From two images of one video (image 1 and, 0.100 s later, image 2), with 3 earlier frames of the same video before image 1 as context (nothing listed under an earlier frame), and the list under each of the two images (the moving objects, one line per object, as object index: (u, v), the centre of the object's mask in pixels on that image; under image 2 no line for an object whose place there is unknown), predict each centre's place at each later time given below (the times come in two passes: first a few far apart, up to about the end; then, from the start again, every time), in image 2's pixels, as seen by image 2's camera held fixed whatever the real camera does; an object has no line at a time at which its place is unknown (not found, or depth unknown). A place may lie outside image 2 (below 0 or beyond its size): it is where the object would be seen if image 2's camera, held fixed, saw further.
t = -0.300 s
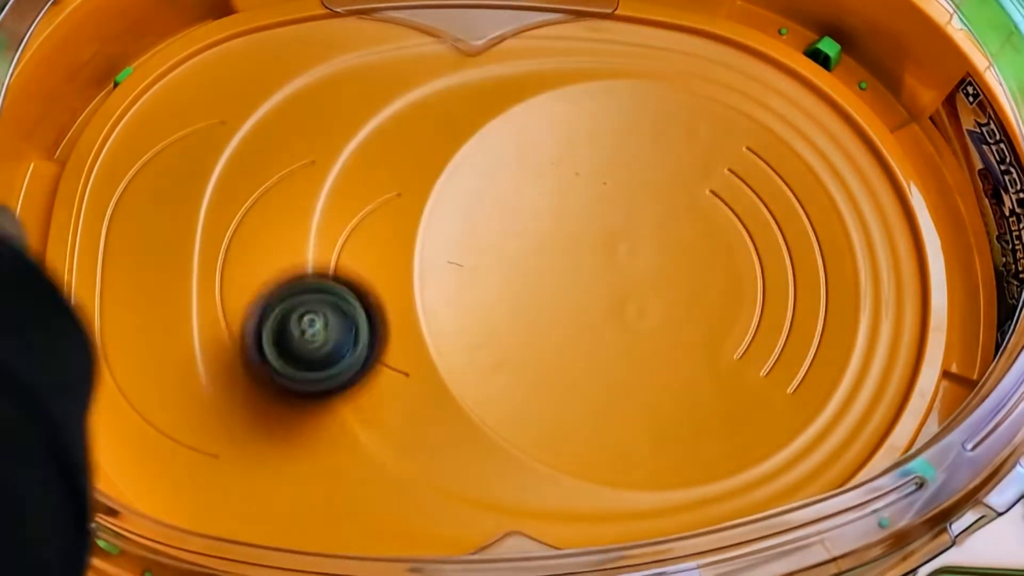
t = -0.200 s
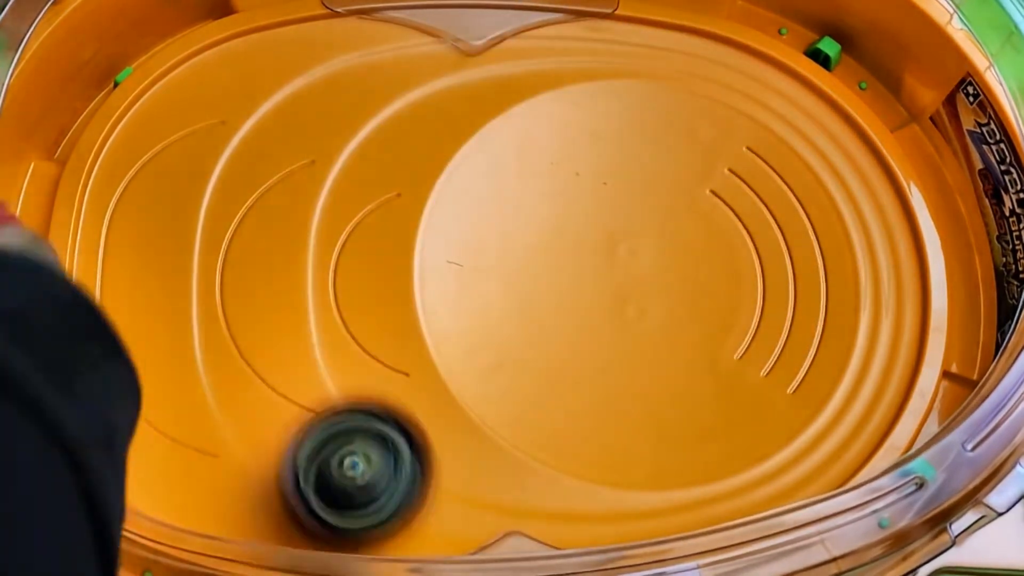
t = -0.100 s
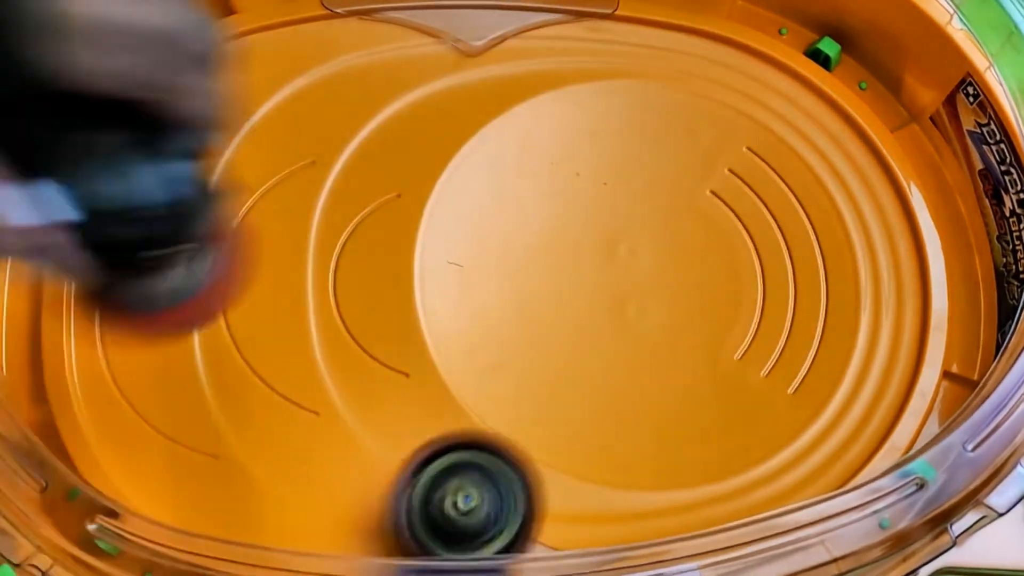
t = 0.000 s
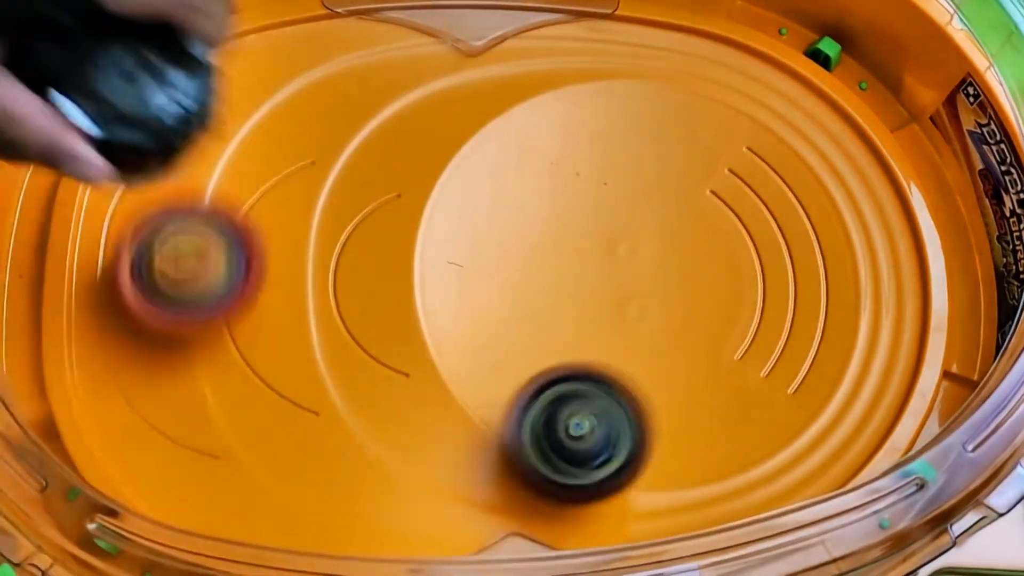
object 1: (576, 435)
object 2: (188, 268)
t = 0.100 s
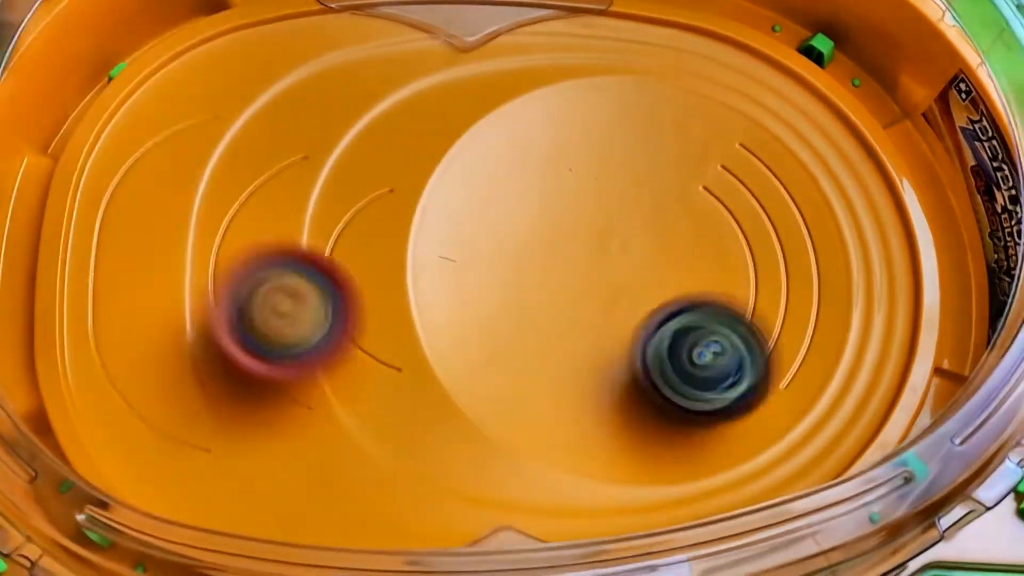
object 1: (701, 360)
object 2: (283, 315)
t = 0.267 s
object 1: (799, 172)
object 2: (548, 371)
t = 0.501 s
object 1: (565, 53)
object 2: (905, 199)
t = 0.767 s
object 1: (349, 175)
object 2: (617, 44)
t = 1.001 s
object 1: (346, 339)
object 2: (332, 150)
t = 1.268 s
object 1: (613, 474)
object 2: (455, 476)
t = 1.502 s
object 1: (922, 273)
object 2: (800, 347)
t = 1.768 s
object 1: (651, 78)
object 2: (388, 28)
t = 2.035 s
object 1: (631, 343)
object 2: (94, 165)
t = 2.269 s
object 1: (738, 449)
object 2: (299, 330)
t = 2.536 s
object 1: (793, 332)
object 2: (677, 215)
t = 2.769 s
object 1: (806, 360)
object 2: (697, 41)
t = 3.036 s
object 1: (652, 378)
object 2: (570, 174)
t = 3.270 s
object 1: (528, 356)
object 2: (678, 252)
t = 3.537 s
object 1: (445, 303)
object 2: (776, 209)
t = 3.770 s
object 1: (467, 221)
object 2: (696, 144)
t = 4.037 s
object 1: (491, 117)
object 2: (694, 247)
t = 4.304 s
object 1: (563, 40)
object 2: (822, 240)
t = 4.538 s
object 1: (652, 33)
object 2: (717, 205)
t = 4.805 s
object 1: (646, 119)
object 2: (689, 419)
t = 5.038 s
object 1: (755, 222)
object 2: (720, 423)
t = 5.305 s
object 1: (821, 291)
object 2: (677, 368)
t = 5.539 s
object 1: (734, 317)
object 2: (580, 369)
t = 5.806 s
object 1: (758, 284)
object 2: (353, 374)
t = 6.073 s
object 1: (615, 222)
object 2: (167, 315)
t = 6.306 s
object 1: (516, 282)
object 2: (73, 280)
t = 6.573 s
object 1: (625, 318)
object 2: (191, 268)
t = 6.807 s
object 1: (680, 200)
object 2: (377, 178)
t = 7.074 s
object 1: (740, 179)
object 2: (477, 66)
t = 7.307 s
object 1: (934, 335)
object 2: (449, 61)
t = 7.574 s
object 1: (846, 401)
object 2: (594, 135)
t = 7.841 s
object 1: (643, 281)
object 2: (760, 193)
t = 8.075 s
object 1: (569, 141)
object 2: (826, 225)
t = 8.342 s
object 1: (619, 125)
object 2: (785, 262)
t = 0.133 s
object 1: (738, 330)
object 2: (325, 340)
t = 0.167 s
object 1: (772, 292)
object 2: (385, 354)
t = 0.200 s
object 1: (792, 253)
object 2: (437, 362)
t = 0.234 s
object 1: (802, 211)
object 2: (488, 369)
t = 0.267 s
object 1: (799, 172)
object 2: (548, 371)
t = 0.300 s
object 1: (786, 136)
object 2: (612, 370)
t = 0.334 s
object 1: (763, 109)
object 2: (678, 357)
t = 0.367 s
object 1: (731, 87)
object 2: (739, 336)
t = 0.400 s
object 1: (695, 68)
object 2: (802, 304)
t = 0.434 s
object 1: (654, 56)
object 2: (848, 271)
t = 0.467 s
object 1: (610, 51)
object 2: (879, 233)
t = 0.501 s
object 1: (565, 53)
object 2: (905, 199)
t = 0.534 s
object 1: (522, 55)
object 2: (904, 163)
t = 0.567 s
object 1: (485, 62)
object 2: (886, 139)
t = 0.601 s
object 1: (455, 72)
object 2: (847, 122)
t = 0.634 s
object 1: (427, 87)
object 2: (807, 105)
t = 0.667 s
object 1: (402, 107)
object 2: (761, 88)
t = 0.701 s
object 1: (381, 127)
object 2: (715, 71)
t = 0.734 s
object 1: (363, 151)
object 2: (666, 56)
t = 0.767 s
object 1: (349, 175)
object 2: (617, 44)
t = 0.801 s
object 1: (339, 200)
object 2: (568, 36)
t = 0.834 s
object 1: (332, 223)
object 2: (516, 31)
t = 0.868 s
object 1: (329, 246)
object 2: (474, 39)
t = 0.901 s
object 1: (330, 269)
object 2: (435, 58)
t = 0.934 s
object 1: (333, 293)
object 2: (399, 85)
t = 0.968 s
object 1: (337, 315)
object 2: (362, 118)
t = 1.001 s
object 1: (346, 339)
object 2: (332, 150)
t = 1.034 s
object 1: (362, 363)
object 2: (310, 184)
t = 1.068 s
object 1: (382, 388)
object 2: (295, 227)
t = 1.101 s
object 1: (407, 411)
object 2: (291, 275)
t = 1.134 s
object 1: (440, 433)
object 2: (299, 321)
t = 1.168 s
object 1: (476, 453)
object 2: (319, 366)
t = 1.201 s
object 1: (518, 469)
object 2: (350, 408)
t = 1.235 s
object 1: (564, 475)
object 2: (398, 447)
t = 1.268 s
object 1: (613, 474)
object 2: (455, 476)
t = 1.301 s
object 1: (673, 471)
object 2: (509, 483)
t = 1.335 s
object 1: (735, 460)
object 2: (561, 481)
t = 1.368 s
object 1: (795, 441)
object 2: (620, 473)
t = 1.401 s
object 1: (847, 415)
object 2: (676, 457)
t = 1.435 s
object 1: (890, 380)
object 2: (732, 431)
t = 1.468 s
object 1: (909, 332)
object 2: (780, 395)
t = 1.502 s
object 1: (922, 273)
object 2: (800, 347)
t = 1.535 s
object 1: (913, 219)
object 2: (802, 292)
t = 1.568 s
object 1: (860, 108)
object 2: (707, 190)
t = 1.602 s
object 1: (820, 70)
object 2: (661, 141)
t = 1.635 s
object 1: (764, 52)
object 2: (614, 95)
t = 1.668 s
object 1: (704, 44)
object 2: (568, 57)
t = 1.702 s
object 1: (681, 49)
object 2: (494, 30)
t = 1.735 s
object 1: (664, 61)
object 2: (443, 26)
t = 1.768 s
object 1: (651, 78)
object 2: (388, 28)
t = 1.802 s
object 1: (638, 104)
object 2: (333, 39)
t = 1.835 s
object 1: (627, 134)
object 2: (282, 48)
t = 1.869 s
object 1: (620, 167)
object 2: (235, 56)
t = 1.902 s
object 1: (614, 199)
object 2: (189, 67)
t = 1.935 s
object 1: (613, 233)
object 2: (147, 74)
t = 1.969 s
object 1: (615, 270)
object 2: (111, 92)
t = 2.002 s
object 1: (621, 306)
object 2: (97, 125)
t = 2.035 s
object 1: (631, 343)
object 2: (94, 165)
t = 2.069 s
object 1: (644, 377)
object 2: (96, 204)
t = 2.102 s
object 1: (660, 408)
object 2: (108, 239)
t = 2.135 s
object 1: (679, 435)
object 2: (132, 270)
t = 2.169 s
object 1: (698, 456)
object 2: (165, 295)
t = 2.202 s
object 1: (715, 464)
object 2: (205, 315)
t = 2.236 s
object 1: (727, 457)
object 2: (250, 327)
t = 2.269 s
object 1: (738, 449)
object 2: (299, 330)
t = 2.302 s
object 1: (750, 441)
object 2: (350, 329)
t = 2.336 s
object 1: (762, 430)
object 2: (399, 321)
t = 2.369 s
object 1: (771, 414)
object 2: (448, 308)
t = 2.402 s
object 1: (778, 395)
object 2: (495, 302)
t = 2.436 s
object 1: (780, 373)
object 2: (551, 292)
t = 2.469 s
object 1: (779, 351)
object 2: (603, 279)
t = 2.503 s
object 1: (777, 331)
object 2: (647, 262)
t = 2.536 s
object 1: (793, 332)
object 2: (677, 215)
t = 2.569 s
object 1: (808, 337)
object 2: (698, 170)
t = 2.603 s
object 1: (818, 340)
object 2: (713, 128)
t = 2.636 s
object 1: (823, 344)
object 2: (721, 91)
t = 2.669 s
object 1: (824, 347)
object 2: (725, 58)
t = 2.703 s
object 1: (822, 351)
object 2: (726, 39)
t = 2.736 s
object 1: (816, 356)
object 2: (716, 34)
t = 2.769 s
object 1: (806, 360)
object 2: (697, 41)
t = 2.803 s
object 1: (792, 364)
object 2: (676, 52)
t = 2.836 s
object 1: (776, 366)
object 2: (656, 62)
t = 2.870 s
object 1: (757, 369)
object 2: (637, 79)
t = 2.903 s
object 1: (737, 371)
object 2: (618, 98)
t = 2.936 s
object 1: (716, 373)
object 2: (600, 118)
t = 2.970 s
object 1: (695, 375)
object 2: (585, 138)
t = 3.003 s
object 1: (672, 377)
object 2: (575, 157)
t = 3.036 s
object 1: (652, 378)
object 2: (570, 174)
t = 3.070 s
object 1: (632, 379)
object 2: (572, 190)
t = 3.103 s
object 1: (612, 377)
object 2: (580, 205)
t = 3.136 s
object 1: (593, 373)
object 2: (593, 219)
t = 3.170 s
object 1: (576, 369)
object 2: (611, 230)
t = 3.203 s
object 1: (559, 366)
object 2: (632, 239)
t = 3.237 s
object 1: (543, 360)
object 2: (654, 247)
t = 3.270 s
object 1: (528, 356)
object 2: (678, 252)
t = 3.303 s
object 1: (514, 352)
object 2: (699, 255)
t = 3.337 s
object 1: (500, 346)
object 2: (721, 256)
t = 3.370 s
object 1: (488, 340)
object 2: (739, 253)
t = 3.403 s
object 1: (477, 335)
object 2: (756, 247)
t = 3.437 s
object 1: (465, 329)
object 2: (768, 241)
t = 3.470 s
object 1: (456, 321)
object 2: (773, 232)
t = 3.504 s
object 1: (449, 313)
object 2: (776, 221)
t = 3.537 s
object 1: (445, 303)
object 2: (776, 209)
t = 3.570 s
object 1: (440, 293)
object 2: (775, 196)
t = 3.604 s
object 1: (440, 281)
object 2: (766, 186)
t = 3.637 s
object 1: (442, 271)
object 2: (752, 177)
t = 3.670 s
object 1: (448, 257)
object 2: (738, 168)
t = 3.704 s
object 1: (453, 245)
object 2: (724, 159)
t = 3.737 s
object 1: (459, 233)
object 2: (711, 151)
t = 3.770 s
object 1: (467, 221)
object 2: (696, 144)
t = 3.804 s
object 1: (475, 208)
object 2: (680, 141)
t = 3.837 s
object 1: (483, 196)
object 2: (663, 144)
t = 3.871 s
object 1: (492, 184)
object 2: (649, 154)
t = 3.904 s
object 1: (505, 173)
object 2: (638, 169)
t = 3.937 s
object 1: (503, 162)
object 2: (645, 189)
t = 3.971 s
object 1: (496, 148)
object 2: (659, 210)
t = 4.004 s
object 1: (493, 133)
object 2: (674, 230)
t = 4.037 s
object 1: (491, 117)
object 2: (694, 247)
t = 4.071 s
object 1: (491, 101)
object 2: (716, 260)
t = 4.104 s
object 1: (493, 87)
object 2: (738, 269)
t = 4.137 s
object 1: (499, 71)
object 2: (759, 274)
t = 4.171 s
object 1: (509, 54)
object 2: (779, 275)
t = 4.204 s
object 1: (521, 44)
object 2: (797, 271)
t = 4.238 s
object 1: (532, 36)
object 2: (809, 263)
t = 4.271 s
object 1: (547, 37)
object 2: (817, 252)
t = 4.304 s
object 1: (563, 40)
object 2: (822, 240)
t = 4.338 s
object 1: (578, 43)
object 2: (822, 225)
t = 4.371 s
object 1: (594, 46)
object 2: (815, 207)
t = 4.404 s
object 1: (607, 50)
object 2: (801, 187)
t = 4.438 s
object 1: (623, 53)
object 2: (779, 170)
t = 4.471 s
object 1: (641, 56)
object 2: (751, 159)
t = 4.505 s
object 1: (652, 49)
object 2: (729, 170)
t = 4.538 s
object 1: (652, 33)
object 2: (717, 205)
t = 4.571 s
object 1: (649, 33)
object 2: (705, 241)
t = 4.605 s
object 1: (641, 40)
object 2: (697, 275)
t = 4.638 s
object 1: (635, 46)
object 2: (693, 308)
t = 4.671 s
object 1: (630, 56)
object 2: (688, 337)
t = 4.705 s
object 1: (628, 67)
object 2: (686, 364)
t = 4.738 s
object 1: (630, 83)
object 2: (686, 386)
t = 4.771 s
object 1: (637, 101)
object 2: (687, 405)
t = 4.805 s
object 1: (646, 119)
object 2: (689, 419)
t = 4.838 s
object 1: (660, 137)
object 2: (691, 430)
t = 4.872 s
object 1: (674, 153)
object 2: (696, 437)
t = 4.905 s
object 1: (690, 170)
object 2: (701, 440)
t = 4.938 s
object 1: (706, 185)
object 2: (706, 440)
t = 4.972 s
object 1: (722, 199)
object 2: (710, 437)
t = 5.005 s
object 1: (739, 211)
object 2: (716, 431)
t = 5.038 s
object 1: (755, 222)
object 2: (720, 423)
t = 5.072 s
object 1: (768, 233)
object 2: (723, 415)
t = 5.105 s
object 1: (780, 242)
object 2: (724, 405)
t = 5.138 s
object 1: (792, 252)
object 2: (723, 397)
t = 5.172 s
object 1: (800, 260)
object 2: (721, 388)
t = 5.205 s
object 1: (807, 267)
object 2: (715, 380)
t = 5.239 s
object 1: (813, 274)
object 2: (705, 375)
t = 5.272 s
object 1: (819, 282)
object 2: (692, 370)
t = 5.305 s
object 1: (821, 291)
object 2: (677, 368)
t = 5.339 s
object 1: (819, 295)
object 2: (662, 366)
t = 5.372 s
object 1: (812, 296)
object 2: (648, 365)
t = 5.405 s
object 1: (801, 300)
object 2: (633, 364)
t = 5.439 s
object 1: (787, 305)
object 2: (619, 365)
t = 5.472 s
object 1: (772, 307)
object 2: (605, 365)
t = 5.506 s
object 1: (754, 312)
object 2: (592, 367)
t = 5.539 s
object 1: (734, 317)
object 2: (580, 369)
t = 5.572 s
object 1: (714, 323)
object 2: (571, 372)
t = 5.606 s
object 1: (699, 327)
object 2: (556, 376)
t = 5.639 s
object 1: (715, 330)
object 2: (509, 377)
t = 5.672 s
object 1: (729, 327)
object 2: (474, 379)
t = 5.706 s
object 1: (743, 323)
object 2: (447, 381)
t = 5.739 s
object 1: (756, 314)
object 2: (416, 383)
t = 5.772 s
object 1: (761, 301)
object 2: (385, 378)
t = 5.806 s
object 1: (758, 284)
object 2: (353, 374)
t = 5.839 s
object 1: (752, 267)
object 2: (324, 368)
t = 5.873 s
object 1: (738, 253)
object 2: (297, 362)
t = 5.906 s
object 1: (720, 240)
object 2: (270, 355)
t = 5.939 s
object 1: (699, 231)
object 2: (247, 346)
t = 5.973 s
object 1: (678, 225)
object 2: (223, 337)
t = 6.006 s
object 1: (657, 221)
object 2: (201, 328)
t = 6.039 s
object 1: (636, 220)
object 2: (183, 321)
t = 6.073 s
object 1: (615, 222)
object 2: (167, 315)
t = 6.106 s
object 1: (594, 225)
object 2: (151, 308)
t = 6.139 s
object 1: (577, 230)
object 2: (134, 301)
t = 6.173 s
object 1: (559, 237)
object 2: (118, 295)
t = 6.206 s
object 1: (544, 245)
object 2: (102, 291)
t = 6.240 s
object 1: (531, 255)
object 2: (89, 287)
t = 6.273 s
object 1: (522, 268)
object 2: (79, 282)
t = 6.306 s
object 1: (516, 282)
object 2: (73, 280)
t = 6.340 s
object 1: (513, 298)
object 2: (71, 281)
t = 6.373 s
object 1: (519, 313)
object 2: (75, 285)
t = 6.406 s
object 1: (530, 327)
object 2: (85, 289)
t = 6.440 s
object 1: (546, 336)
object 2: (98, 291)
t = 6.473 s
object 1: (566, 340)
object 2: (117, 289)
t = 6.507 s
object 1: (587, 338)
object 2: (138, 284)
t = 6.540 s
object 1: (608, 330)
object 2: (165, 277)
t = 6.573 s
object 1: (625, 318)
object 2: (191, 268)
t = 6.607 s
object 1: (640, 304)
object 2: (219, 260)
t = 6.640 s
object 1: (651, 289)
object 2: (246, 251)
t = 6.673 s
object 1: (660, 272)
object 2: (273, 238)
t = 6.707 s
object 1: (669, 255)
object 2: (301, 222)
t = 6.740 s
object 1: (675, 237)
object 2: (327, 208)
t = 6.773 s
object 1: (679, 219)
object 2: (352, 194)
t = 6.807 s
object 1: (680, 200)
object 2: (377, 178)
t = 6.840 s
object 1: (678, 182)
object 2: (397, 165)
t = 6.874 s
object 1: (675, 165)
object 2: (420, 150)
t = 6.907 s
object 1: (669, 150)
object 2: (445, 133)
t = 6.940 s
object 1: (660, 136)
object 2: (471, 121)
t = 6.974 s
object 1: (649, 124)
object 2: (497, 118)
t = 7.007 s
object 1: (647, 125)
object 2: (516, 116)
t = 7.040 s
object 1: (695, 149)
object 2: (496, 89)
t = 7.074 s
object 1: (740, 179)
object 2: (477, 66)
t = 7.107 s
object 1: (789, 206)
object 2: (465, 53)
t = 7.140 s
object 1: (835, 232)
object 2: (458, 44)
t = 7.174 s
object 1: (874, 257)
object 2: (450, 44)
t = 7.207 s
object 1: (905, 277)
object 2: (443, 47)
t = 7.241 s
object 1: (922, 298)
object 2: (440, 51)
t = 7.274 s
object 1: (933, 319)
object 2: (443, 55)
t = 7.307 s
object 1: (934, 335)
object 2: (449, 61)
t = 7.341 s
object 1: (925, 346)
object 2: (458, 69)
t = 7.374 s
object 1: (912, 359)
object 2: (472, 77)
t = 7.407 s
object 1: (901, 370)
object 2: (489, 82)
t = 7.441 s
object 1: (896, 377)
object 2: (510, 85)
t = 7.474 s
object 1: (887, 385)
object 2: (531, 94)
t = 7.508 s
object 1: (881, 391)
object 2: (552, 108)
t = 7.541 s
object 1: (865, 397)
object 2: (573, 122)
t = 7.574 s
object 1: (846, 401)
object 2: (594, 135)
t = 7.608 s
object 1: (818, 390)
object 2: (616, 146)
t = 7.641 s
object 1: (787, 381)
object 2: (639, 155)
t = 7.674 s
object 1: (760, 371)
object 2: (661, 164)
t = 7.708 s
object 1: (734, 359)
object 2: (682, 171)
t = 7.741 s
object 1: (709, 341)
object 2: (704, 176)
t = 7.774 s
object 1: (684, 324)
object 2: (725, 182)
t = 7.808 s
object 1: (661, 304)
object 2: (742, 189)
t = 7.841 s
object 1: (643, 281)
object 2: (760, 193)
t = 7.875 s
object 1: (621, 258)
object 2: (774, 199)
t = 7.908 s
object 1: (603, 233)
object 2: (785, 203)
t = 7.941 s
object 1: (590, 211)
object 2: (796, 207)
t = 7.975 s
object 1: (578, 189)
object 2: (807, 212)
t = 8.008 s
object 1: (570, 169)
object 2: (816, 217)
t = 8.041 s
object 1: (567, 155)
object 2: (821, 221)
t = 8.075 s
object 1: (569, 141)
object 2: (826, 225)
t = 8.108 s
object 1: (571, 129)
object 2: (830, 228)
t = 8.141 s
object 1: (577, 123)
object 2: (832, 231)
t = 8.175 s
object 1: (583, 117)
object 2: (833, 234)
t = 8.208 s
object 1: (590, 116)
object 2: (831, 237)
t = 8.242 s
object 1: (597, 115)
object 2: (822, 241)
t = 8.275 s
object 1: (603, 118)
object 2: (812, 246)
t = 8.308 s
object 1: (612, 121)
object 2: (800, 253)
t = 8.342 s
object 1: (619, 125)
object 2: (785, 262)
